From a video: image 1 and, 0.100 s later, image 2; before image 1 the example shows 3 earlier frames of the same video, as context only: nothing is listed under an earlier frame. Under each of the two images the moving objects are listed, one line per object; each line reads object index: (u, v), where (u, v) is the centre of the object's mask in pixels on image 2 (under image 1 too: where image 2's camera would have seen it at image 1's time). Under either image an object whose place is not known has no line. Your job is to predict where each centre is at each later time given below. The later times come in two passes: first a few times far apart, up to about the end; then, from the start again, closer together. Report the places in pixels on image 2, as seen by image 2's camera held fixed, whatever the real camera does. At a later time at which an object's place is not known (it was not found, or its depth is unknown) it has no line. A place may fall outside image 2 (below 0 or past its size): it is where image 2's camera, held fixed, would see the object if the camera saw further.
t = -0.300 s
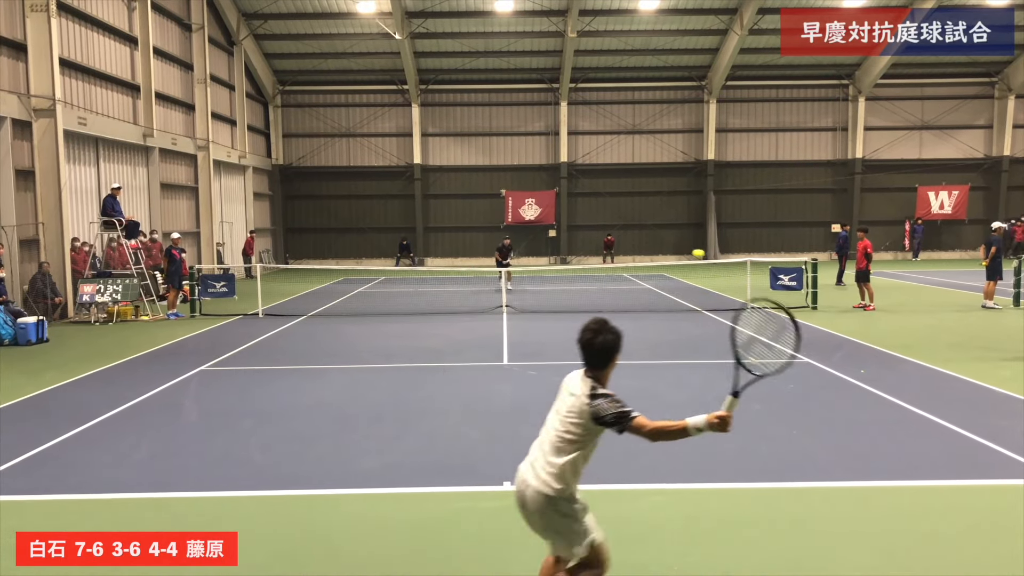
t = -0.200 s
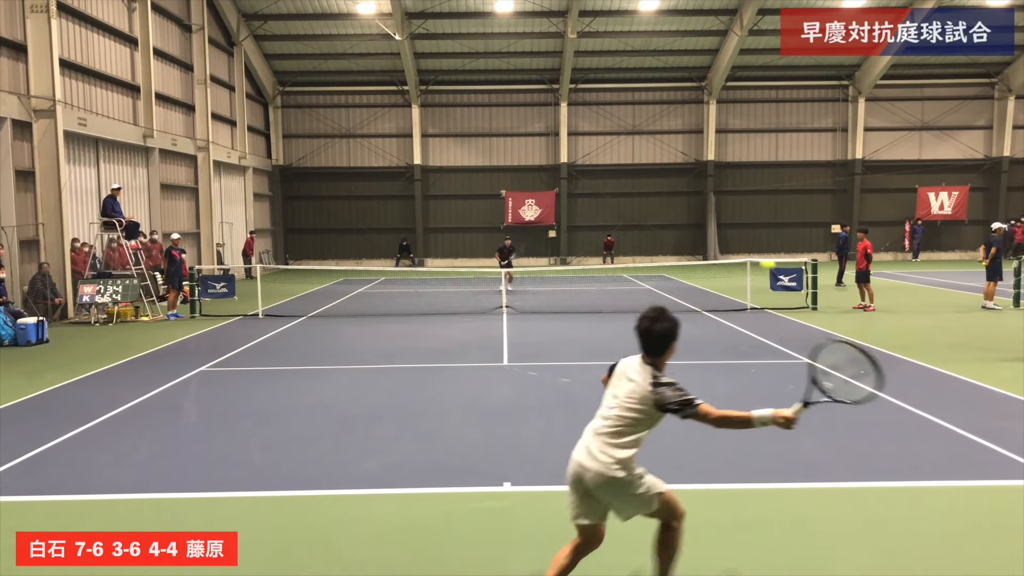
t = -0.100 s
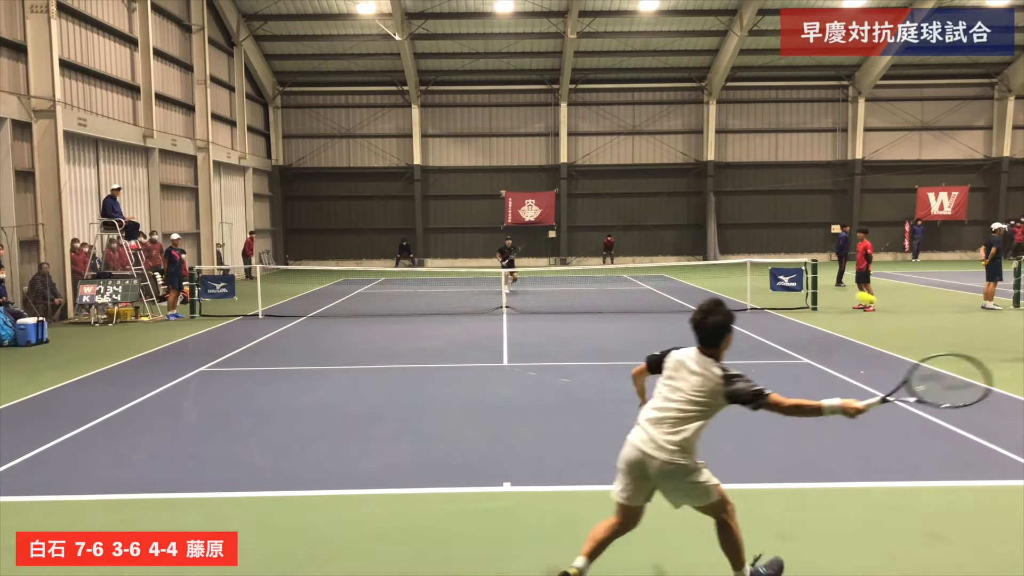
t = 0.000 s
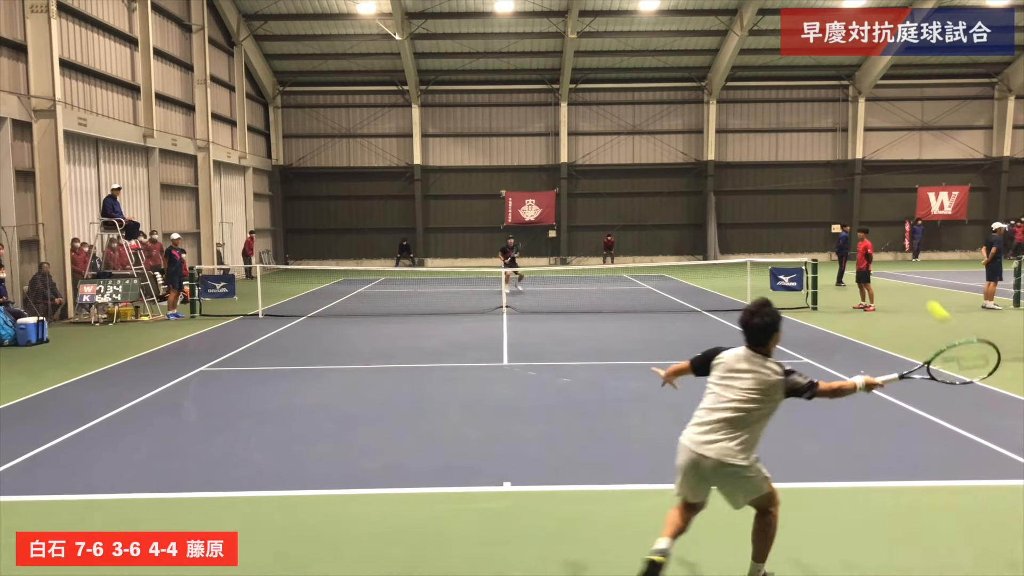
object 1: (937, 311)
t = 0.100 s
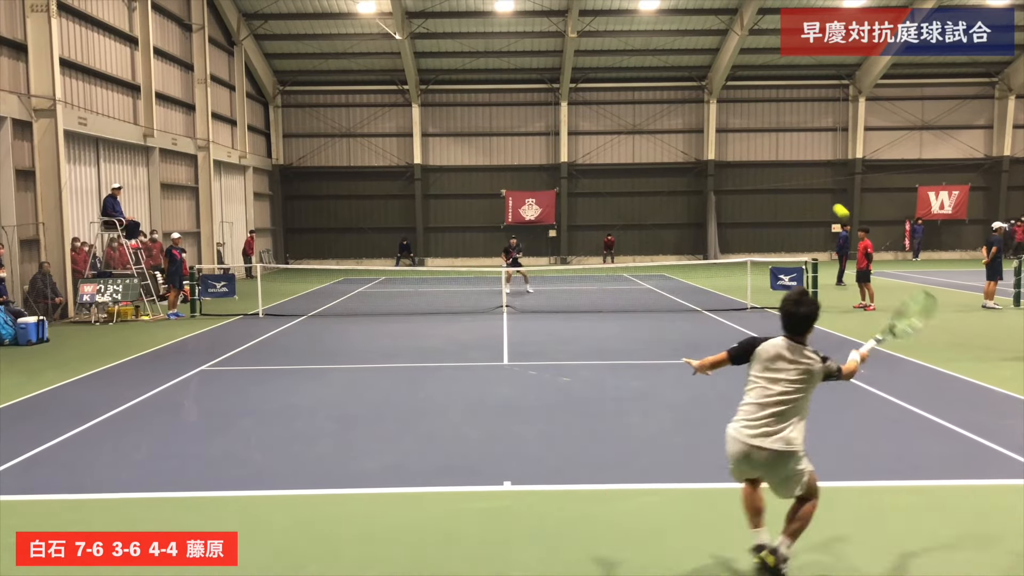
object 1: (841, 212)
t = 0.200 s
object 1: (782, 160)
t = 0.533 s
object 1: (684, 117)
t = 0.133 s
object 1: (818, 190)
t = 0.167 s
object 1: (798, 173)
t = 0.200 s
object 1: (782, 160)
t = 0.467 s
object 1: (696, 117)
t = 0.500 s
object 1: (690, 117)
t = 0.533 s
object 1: (684, 117)
